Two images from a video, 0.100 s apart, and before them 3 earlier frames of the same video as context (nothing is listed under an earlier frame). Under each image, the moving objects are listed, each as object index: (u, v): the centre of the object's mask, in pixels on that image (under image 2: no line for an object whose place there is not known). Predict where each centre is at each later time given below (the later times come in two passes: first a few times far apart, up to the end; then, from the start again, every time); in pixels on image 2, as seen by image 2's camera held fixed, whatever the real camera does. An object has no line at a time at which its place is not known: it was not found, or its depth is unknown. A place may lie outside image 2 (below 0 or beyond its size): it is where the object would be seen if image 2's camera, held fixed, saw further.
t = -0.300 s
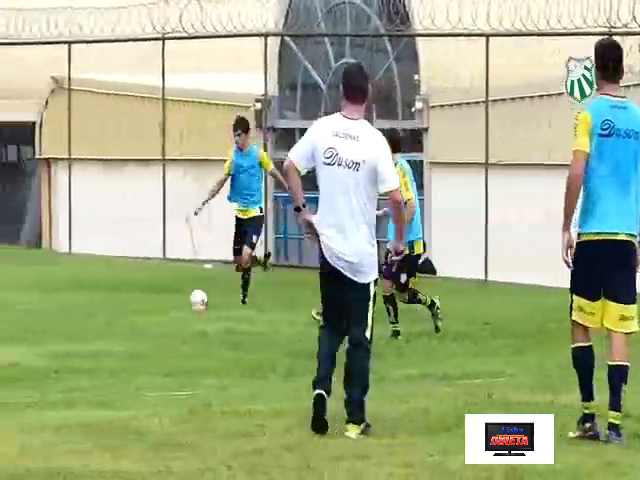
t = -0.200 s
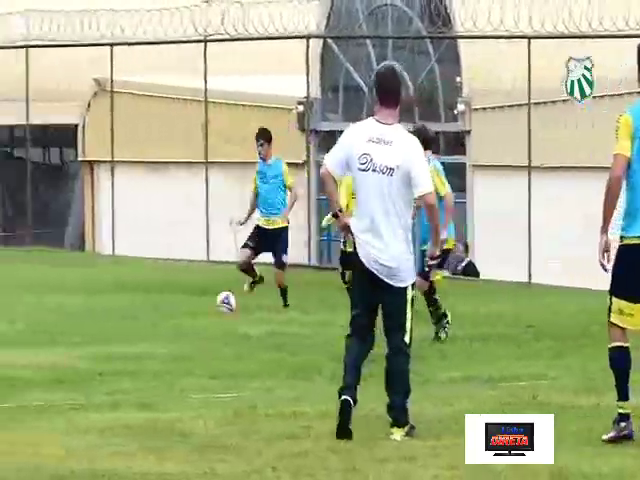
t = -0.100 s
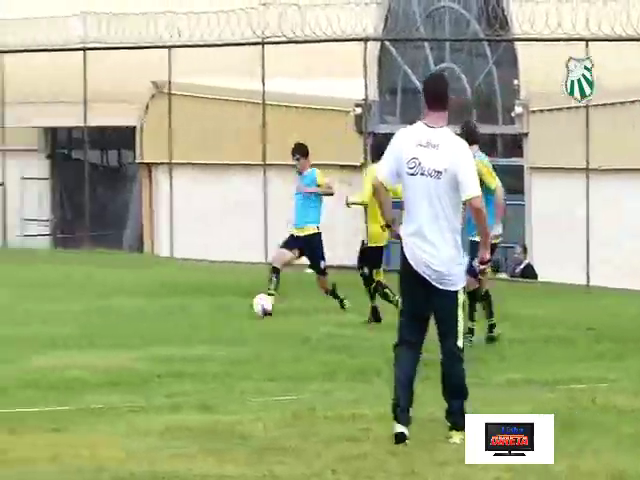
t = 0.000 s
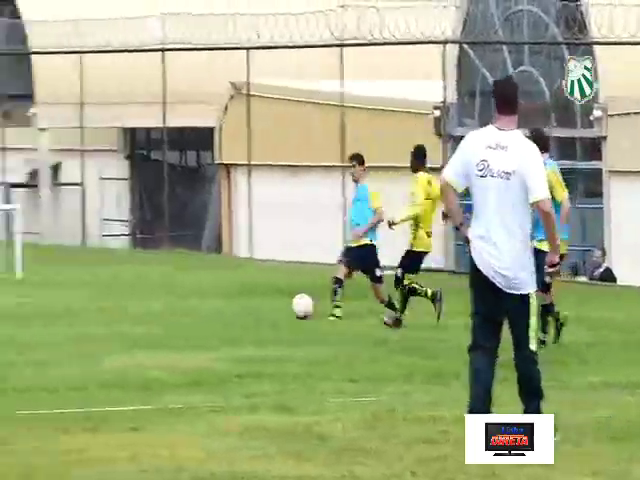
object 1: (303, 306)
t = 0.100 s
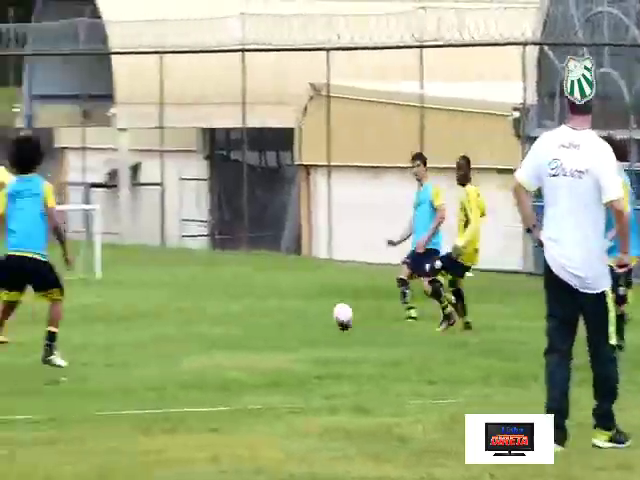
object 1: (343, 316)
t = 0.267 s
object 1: (283, 328)
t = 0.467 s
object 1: (216, 338)
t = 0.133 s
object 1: (330, 323)
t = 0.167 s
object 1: (318, 327)
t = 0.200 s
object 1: (305, 332)
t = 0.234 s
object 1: (294, 330)
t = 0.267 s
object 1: (283, 328)
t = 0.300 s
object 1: (271, 329)
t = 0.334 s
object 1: (260, 331)
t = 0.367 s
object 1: (249, 333)
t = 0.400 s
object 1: (237, 335)
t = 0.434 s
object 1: (226, 338)
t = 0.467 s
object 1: (216, 338)
